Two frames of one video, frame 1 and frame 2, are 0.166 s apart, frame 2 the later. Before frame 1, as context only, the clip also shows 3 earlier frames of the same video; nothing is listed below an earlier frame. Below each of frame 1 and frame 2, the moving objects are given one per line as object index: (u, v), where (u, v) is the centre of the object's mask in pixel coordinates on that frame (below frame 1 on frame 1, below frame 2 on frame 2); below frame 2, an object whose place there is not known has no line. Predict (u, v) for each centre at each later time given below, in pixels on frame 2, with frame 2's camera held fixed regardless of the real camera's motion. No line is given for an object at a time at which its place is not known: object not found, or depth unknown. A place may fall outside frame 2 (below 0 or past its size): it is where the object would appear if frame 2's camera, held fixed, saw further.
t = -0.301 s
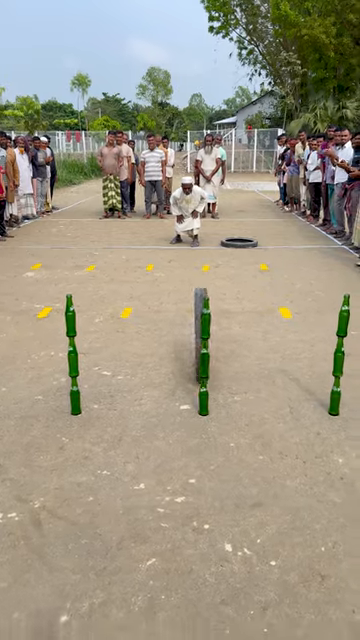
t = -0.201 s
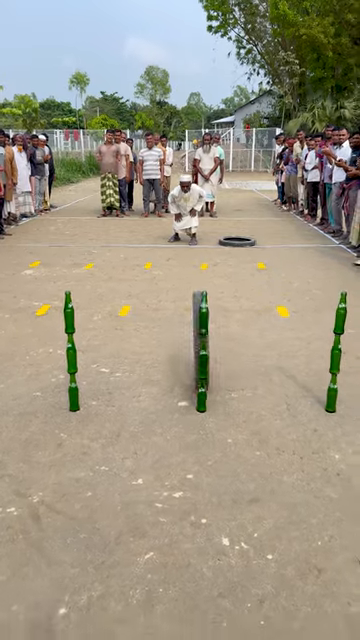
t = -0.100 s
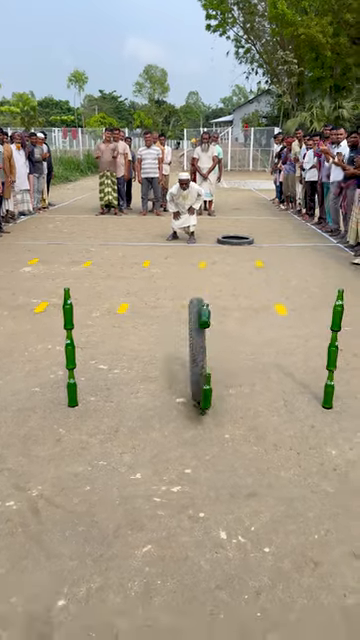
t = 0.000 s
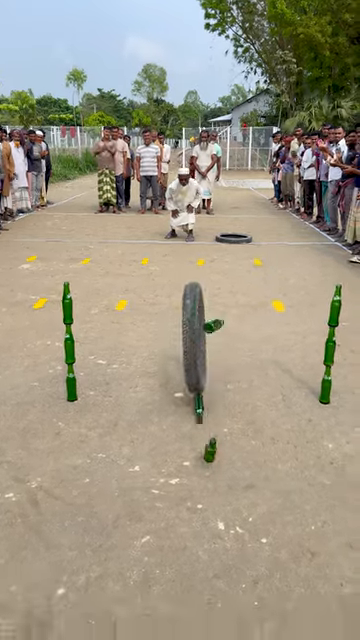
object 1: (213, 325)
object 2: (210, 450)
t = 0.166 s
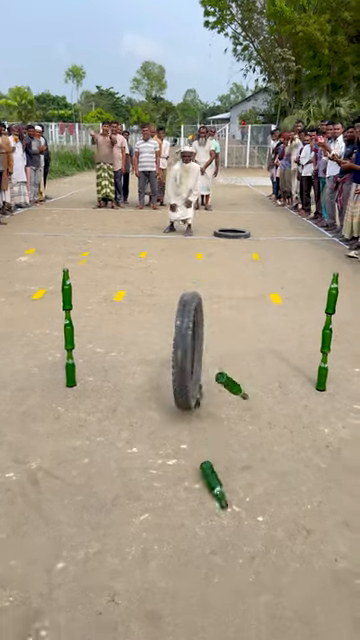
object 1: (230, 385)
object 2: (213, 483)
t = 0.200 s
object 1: (235, 408)
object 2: (214, 490)
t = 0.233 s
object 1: (239, 436)
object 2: (215, 496)
